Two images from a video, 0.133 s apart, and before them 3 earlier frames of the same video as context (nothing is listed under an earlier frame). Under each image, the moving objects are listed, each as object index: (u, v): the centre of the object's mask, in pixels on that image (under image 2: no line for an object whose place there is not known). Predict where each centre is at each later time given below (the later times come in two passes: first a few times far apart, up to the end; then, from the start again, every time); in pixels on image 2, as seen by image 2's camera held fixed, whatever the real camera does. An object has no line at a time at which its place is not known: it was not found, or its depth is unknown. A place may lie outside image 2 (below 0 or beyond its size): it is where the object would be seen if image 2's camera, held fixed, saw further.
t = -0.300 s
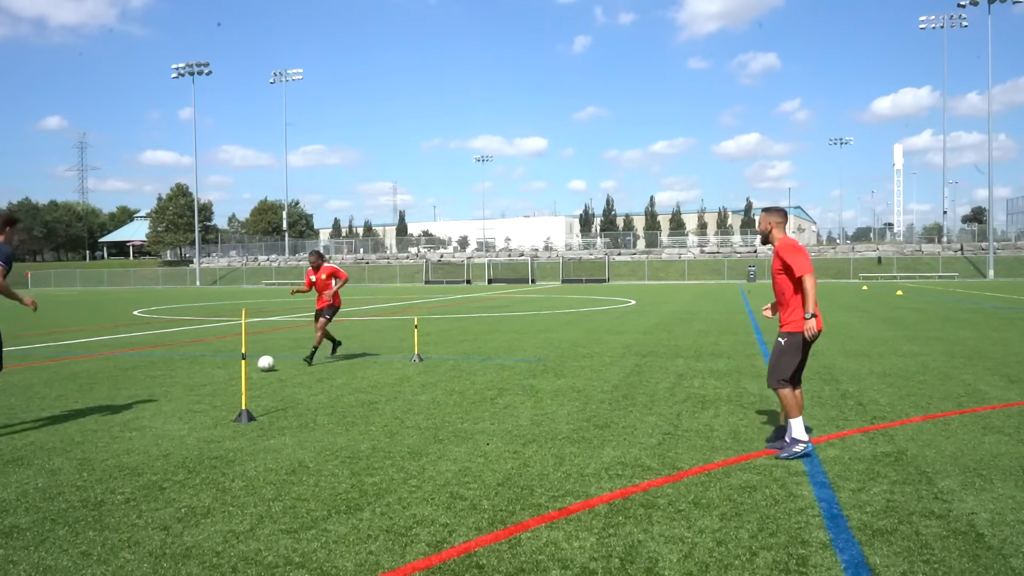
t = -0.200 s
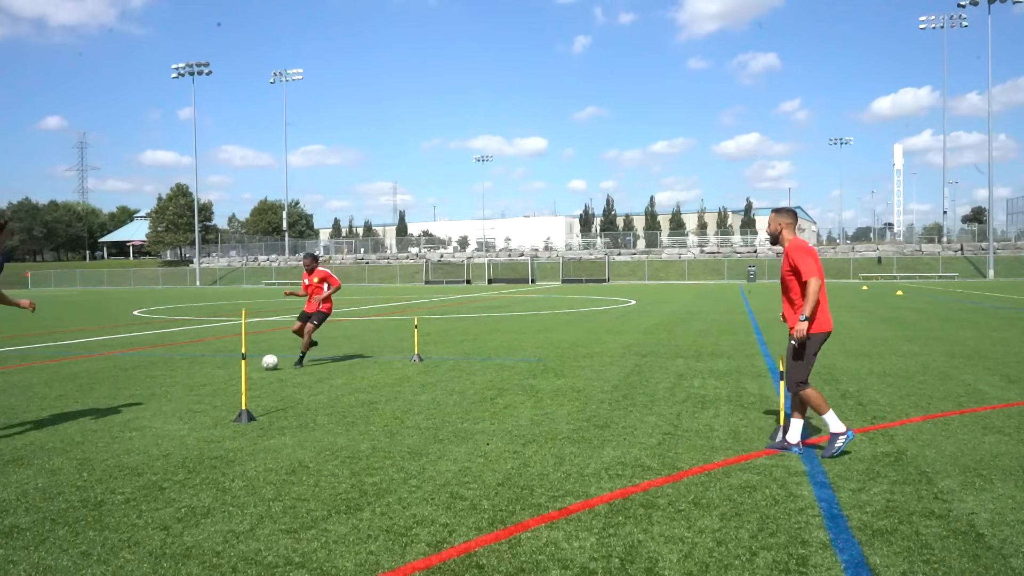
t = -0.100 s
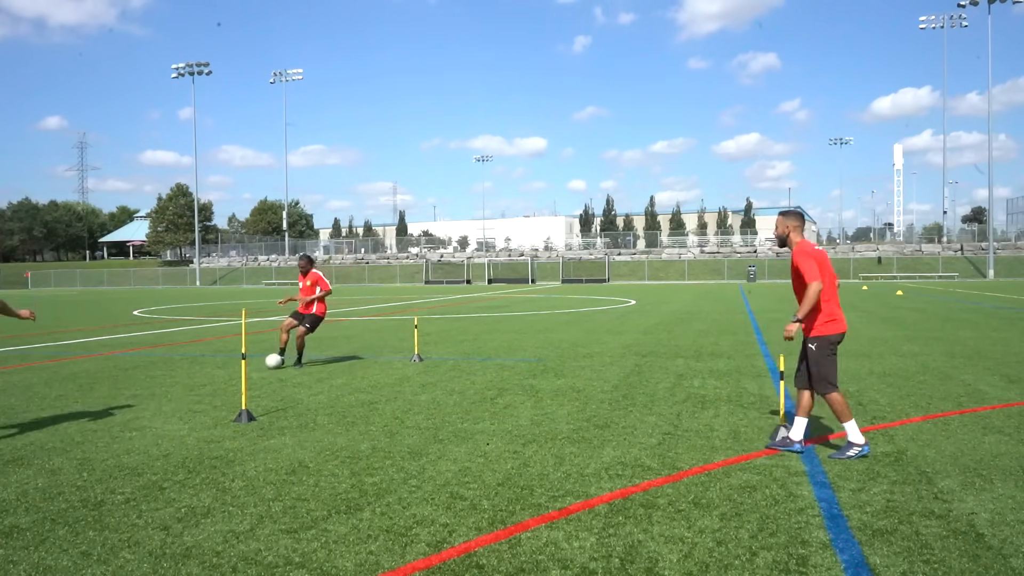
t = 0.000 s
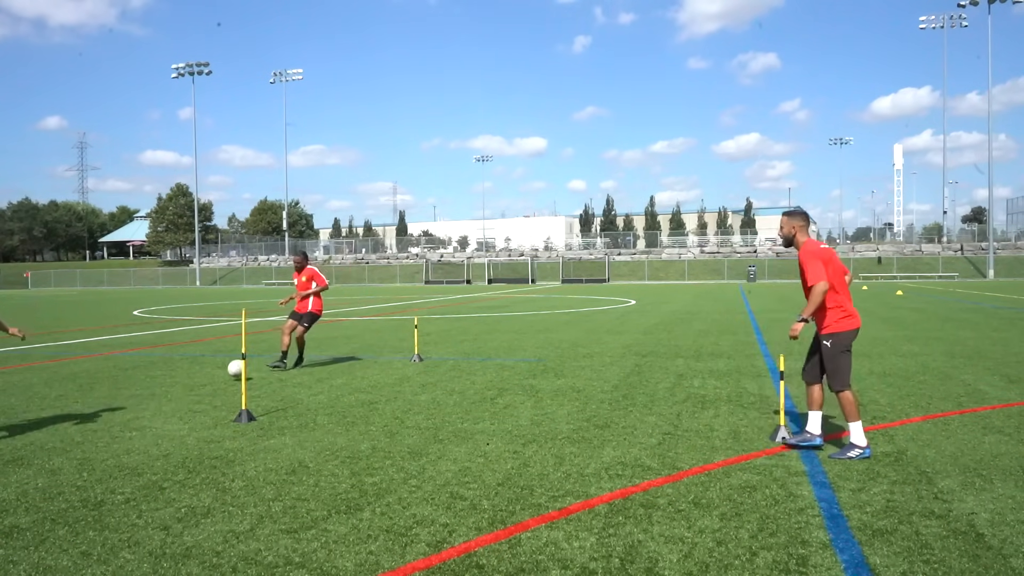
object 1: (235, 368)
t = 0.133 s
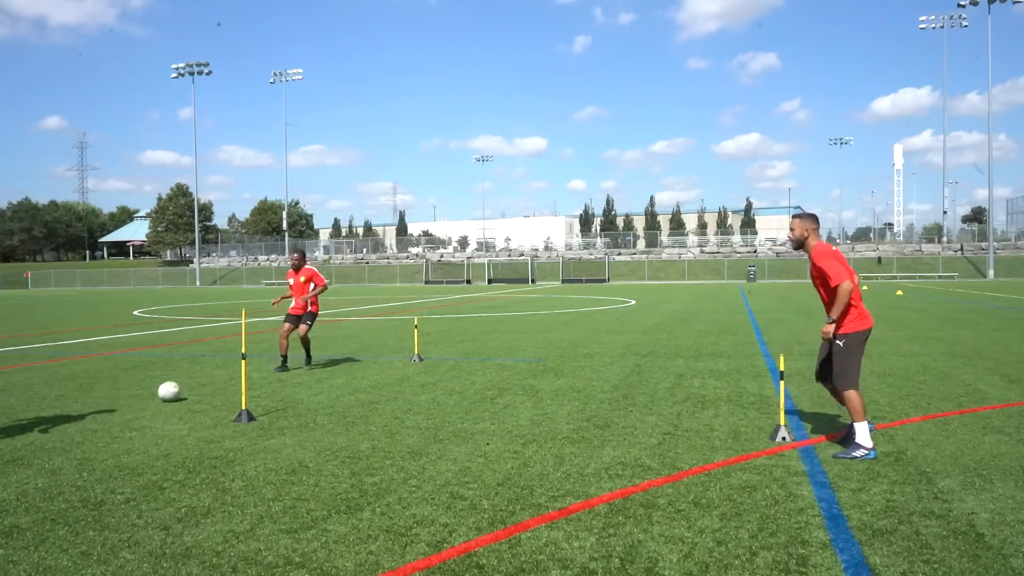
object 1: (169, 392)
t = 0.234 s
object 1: (107, 407)
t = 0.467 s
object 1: (12, 427)
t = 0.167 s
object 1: (150, 395)
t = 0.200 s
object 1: (130, 401)
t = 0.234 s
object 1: (107, 407)
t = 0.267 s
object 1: (83, 416)
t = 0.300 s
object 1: (58, 422)
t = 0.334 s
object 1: (31, 430)
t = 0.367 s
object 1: (8, 438)
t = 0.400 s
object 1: (7, 439)
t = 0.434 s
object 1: (9, 432)
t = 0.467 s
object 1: (12, 427)
